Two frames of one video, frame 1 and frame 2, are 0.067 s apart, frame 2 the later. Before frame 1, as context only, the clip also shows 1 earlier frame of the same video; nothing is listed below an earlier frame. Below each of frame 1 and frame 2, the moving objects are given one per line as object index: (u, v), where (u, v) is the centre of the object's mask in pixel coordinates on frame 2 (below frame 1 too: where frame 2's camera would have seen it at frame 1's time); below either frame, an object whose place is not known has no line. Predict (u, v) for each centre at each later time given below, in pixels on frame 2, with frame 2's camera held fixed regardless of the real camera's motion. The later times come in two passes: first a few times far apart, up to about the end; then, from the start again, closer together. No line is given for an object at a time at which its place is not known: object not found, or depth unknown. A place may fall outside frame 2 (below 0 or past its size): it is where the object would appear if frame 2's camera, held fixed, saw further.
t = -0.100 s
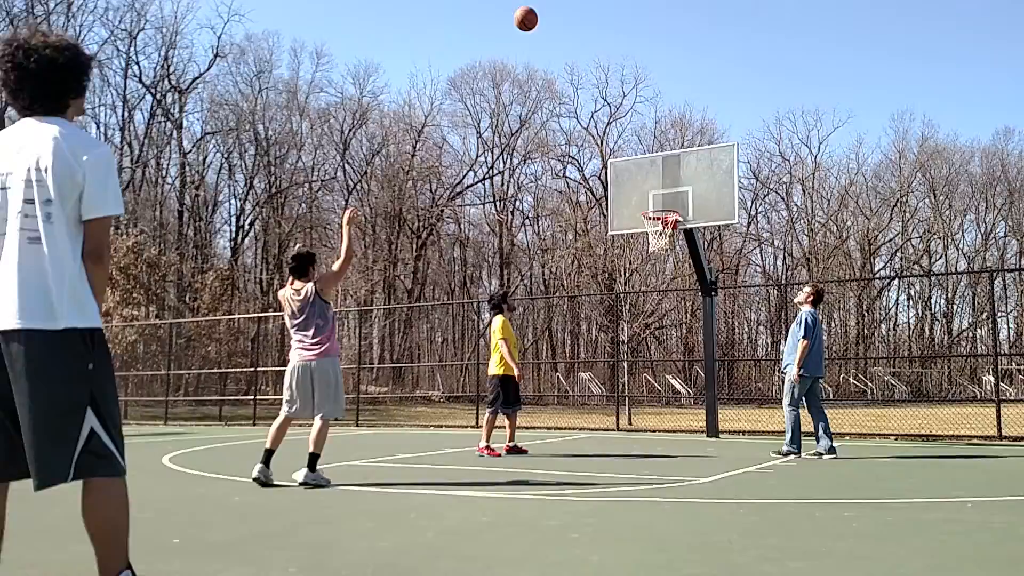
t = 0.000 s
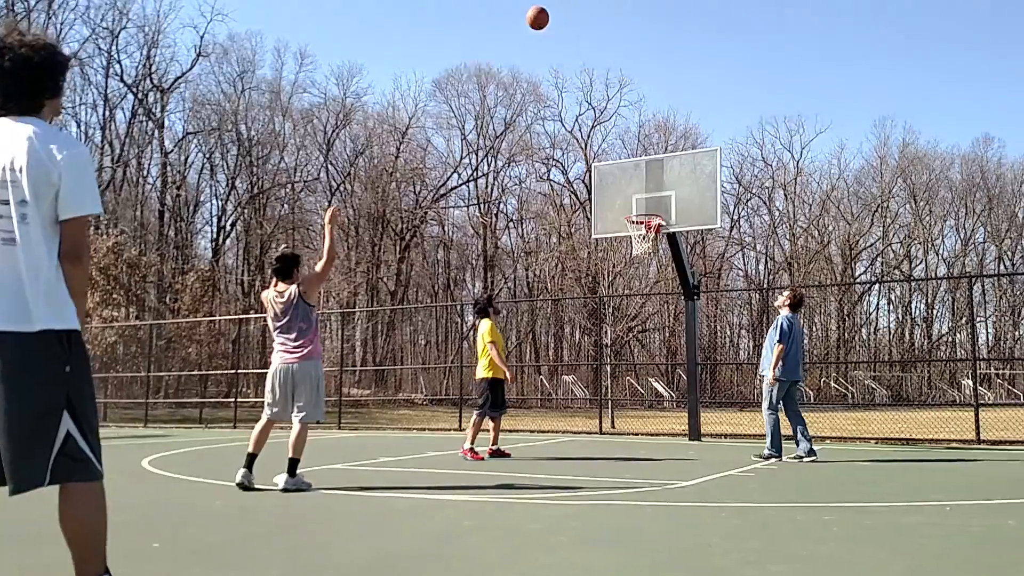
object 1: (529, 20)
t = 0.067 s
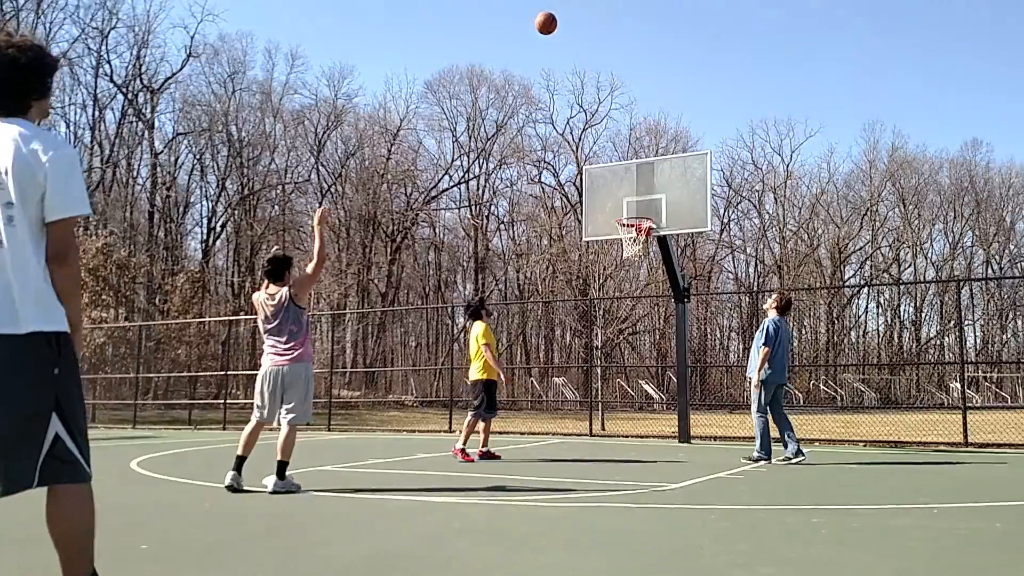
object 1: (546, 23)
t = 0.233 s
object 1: (584, 44)
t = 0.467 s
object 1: (630, 104)
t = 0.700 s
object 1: (653, 177)
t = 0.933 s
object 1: (635, 254)
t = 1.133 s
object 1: (619, 370)
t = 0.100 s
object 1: (554, 26)
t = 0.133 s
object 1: (562, 29)
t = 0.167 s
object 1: (570, 33)
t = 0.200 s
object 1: (577, 39)
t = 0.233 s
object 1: (584, 44)
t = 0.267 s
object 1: (591, 50)
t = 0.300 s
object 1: (598, 58)
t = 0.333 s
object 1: (605, 66)
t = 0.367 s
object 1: (611, 75)
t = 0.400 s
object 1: (618, 84)
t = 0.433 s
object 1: (624, 94)
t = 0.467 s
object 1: (630, 104)
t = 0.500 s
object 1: (636, 116)
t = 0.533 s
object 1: (641, 126)
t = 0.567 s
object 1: (647, 139)
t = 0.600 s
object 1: (652, 151)
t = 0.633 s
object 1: (657, 164)
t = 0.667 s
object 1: (655, 170)
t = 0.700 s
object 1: (653, 177)
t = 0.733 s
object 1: (650, 185)
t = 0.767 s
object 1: (648, 193)
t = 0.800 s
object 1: (646, 203)
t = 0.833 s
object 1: (643, 214)
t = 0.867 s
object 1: (641, 226)
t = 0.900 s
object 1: (638, 240)
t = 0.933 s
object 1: (635, 254)
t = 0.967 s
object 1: (633, 269)
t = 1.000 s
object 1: (629, 287)
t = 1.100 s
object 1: (621, 346)
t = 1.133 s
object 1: (619, 370)
